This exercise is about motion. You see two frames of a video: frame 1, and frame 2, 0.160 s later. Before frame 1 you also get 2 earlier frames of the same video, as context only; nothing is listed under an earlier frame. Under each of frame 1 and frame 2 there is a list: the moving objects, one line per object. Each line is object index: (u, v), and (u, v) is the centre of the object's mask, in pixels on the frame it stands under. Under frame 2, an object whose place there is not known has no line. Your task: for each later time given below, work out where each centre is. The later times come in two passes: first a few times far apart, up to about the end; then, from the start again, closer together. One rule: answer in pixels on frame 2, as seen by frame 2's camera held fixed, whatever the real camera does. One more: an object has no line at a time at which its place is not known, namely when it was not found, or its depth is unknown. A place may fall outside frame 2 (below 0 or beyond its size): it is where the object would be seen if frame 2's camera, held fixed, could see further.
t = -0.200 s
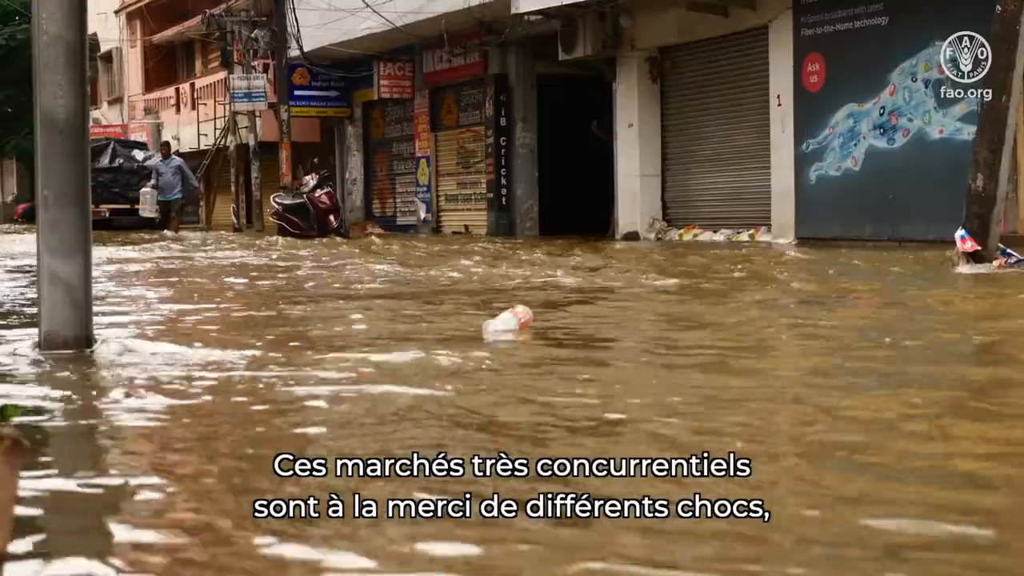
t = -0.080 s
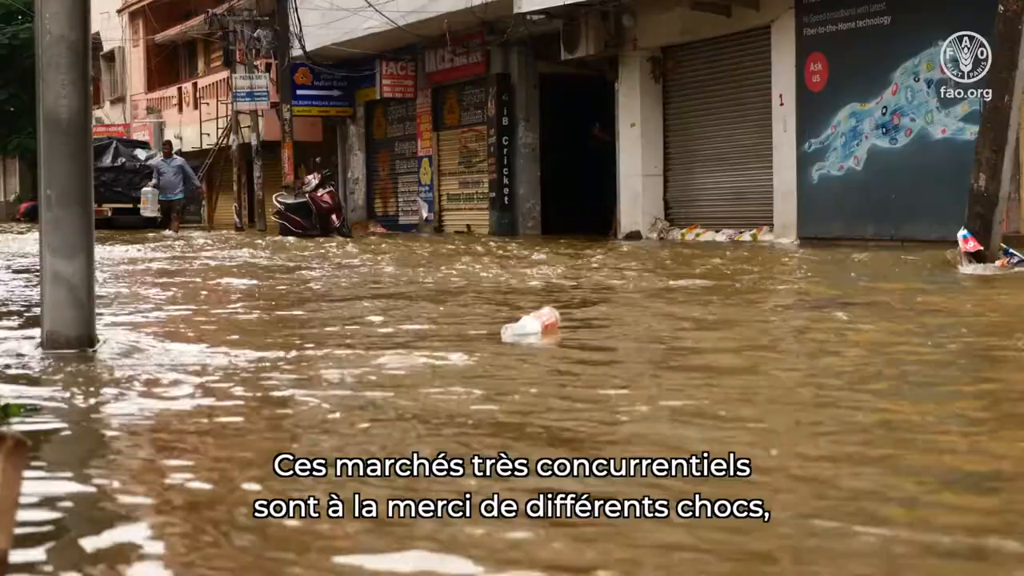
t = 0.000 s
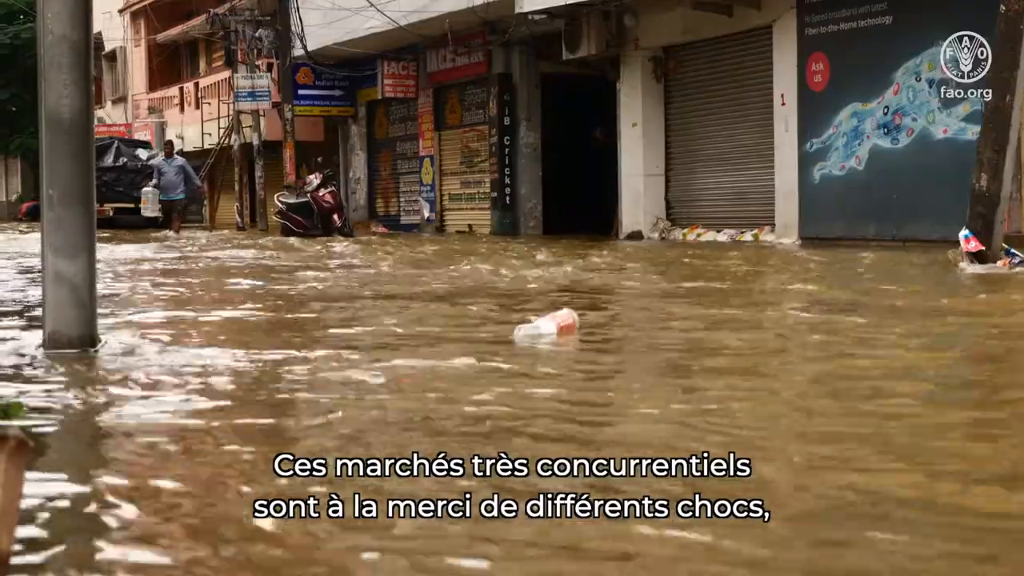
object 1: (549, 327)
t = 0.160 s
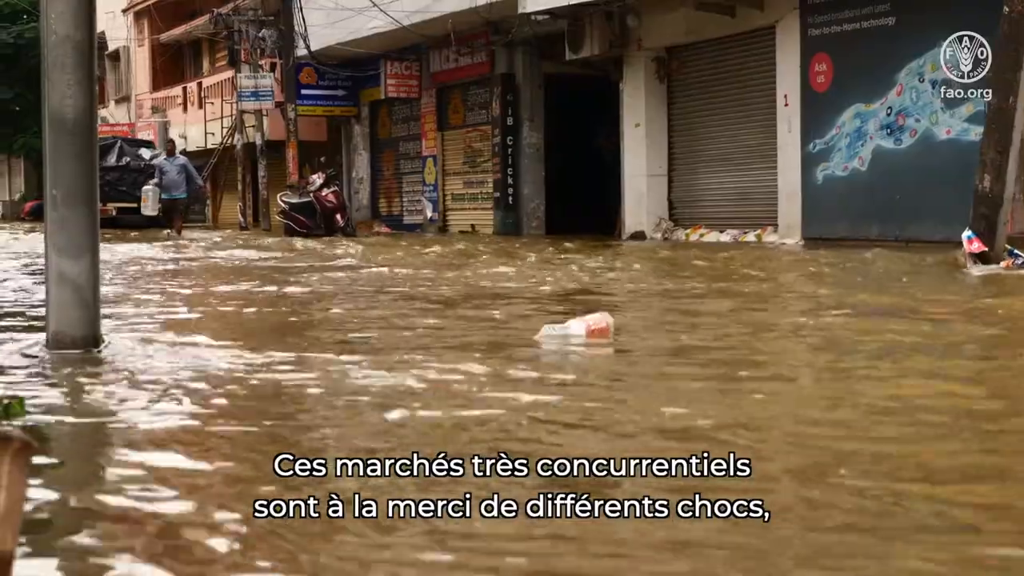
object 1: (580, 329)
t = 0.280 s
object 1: (596, 333)
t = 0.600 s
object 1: (656, 345)
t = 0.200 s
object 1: (587, 330)
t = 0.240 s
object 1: (592, 331)
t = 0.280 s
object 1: (596, 333)
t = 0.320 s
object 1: (602, 334)
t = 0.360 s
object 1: (612, 334)
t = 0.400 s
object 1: (619, 336)
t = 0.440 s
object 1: (625, 338)
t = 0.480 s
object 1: (632, 340)
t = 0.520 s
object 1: (640, 343)
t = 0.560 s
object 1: (649, 343)
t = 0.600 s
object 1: (656, 345)
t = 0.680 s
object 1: (674, 347)
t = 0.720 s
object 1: (683, 347)
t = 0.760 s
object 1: (692, 348)
